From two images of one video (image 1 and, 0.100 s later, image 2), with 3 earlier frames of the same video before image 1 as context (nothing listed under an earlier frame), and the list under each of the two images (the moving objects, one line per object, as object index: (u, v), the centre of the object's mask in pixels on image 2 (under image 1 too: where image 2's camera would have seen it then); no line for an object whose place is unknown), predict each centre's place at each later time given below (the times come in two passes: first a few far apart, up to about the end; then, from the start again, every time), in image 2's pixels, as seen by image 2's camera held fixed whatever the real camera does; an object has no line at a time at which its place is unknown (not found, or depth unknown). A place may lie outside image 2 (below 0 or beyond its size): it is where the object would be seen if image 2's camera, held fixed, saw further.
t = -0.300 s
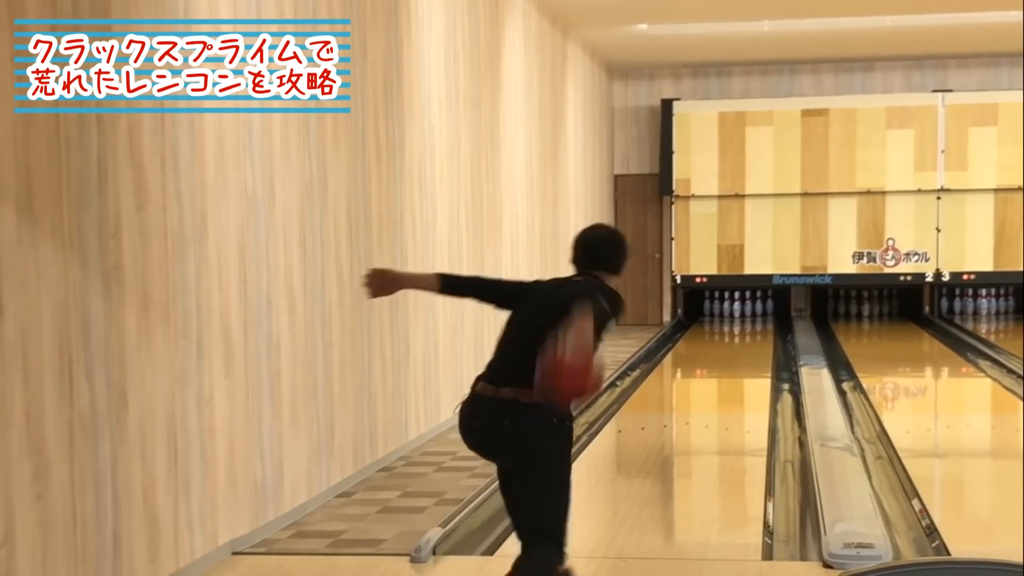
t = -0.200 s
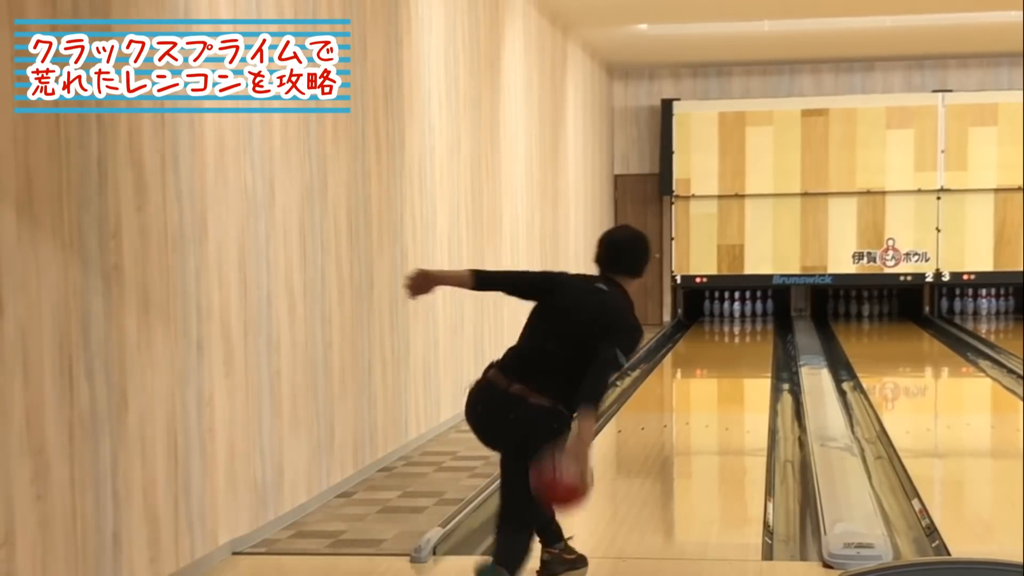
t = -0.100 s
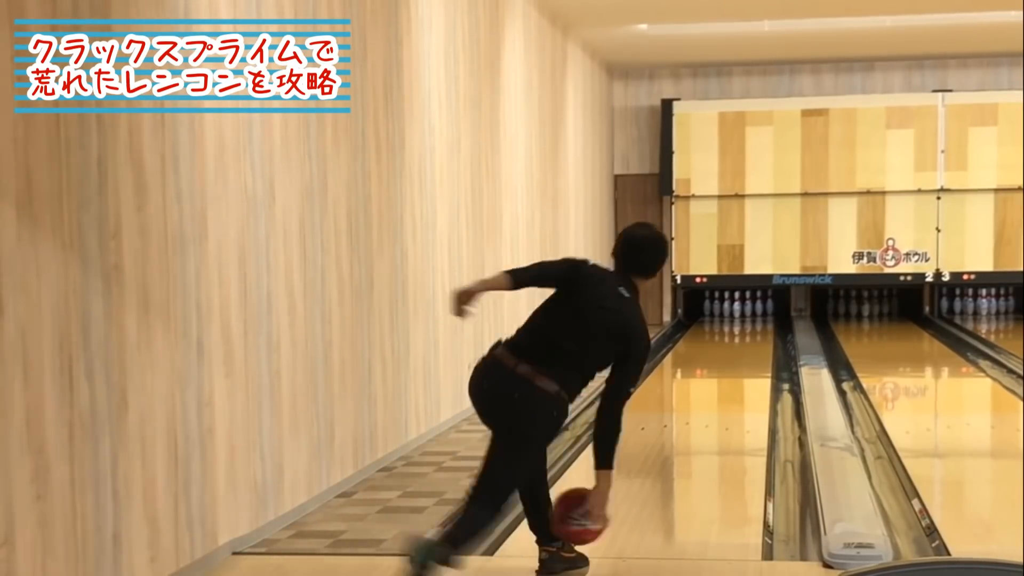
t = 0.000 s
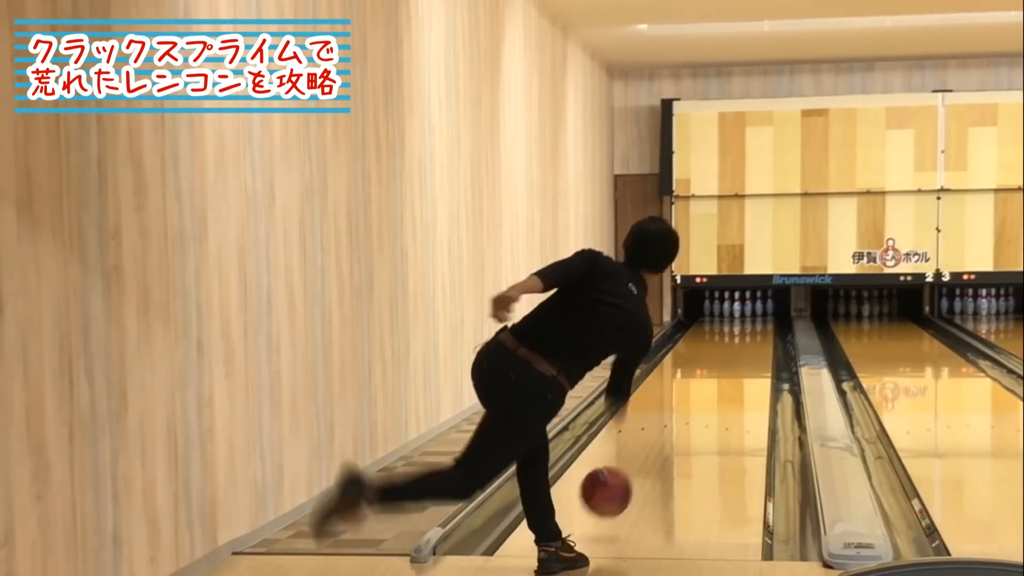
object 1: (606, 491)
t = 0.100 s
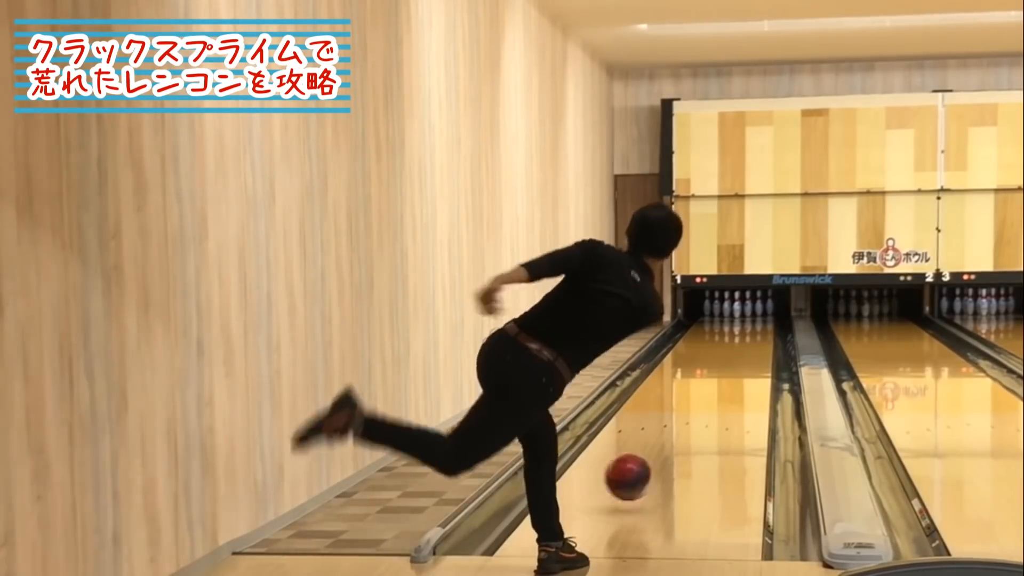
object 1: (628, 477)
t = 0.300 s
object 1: (663, 450)
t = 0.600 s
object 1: (696, 408)
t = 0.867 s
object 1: (717, 382)
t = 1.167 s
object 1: (733, 360)
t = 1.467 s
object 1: (744, 345)
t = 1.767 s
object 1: (750, 334)
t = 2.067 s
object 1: (752, 324)
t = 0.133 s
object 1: (635, 477)
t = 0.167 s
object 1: (641, 473)
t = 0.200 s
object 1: (646, 466)
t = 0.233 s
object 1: (652, 462)
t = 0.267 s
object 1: (657, 456)
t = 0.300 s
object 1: (663, 450)
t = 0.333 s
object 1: (667, 445)
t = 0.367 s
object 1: (671, 440)
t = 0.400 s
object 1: (675, 434)
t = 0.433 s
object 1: (680, 429)
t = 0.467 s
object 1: (683, 425)
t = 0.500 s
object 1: (687, 420)
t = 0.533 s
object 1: (690, 416)
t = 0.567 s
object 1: (693, 412)
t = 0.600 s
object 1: (696, 408)
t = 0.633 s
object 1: (700, 405)
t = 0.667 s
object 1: (702, 401)
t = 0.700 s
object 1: (705, 398)
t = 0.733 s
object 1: (707, 394)
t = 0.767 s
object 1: (710, 391)
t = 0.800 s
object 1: (712, 389)
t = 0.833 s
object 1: (715, 385)
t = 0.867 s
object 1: (717, 382)
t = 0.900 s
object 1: (719, 380)
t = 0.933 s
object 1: (721, 378)
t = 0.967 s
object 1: (723, 374)
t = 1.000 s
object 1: (725, 372)
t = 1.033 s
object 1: (726, 370)
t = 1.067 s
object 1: (728, 368)
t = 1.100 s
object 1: (729, 366)
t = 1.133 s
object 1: (732, 364)
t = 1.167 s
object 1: (733, 360)
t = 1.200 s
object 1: (734, 360)
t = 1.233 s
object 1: (736, 357)
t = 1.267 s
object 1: (737, 355)
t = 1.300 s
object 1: (739, 355)
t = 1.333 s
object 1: (740, 352)
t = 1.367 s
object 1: (740, 351)
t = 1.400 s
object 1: (741, 349)
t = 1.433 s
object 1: (743, 347)
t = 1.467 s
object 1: (744, 345)
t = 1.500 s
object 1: (745, 345)
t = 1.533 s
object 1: (747, 341)
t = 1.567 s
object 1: (747, 342)
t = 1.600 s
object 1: (747, 339)
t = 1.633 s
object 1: (748, 338)
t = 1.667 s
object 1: (749, 338)
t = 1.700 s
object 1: (750, 335)
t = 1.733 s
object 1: (750, 335)
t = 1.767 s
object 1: (750, 334)
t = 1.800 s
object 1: (751, 332)
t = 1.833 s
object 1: (751, 332)
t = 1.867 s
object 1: (751, 329)
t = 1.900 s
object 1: (751, 329)
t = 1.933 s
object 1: (751, 328)
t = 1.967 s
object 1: (752, 326)
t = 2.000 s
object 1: (752, 326)
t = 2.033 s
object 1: (752, 325)
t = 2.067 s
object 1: (752, 324)
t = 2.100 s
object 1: (750, 323)
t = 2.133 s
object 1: (750, 322)
